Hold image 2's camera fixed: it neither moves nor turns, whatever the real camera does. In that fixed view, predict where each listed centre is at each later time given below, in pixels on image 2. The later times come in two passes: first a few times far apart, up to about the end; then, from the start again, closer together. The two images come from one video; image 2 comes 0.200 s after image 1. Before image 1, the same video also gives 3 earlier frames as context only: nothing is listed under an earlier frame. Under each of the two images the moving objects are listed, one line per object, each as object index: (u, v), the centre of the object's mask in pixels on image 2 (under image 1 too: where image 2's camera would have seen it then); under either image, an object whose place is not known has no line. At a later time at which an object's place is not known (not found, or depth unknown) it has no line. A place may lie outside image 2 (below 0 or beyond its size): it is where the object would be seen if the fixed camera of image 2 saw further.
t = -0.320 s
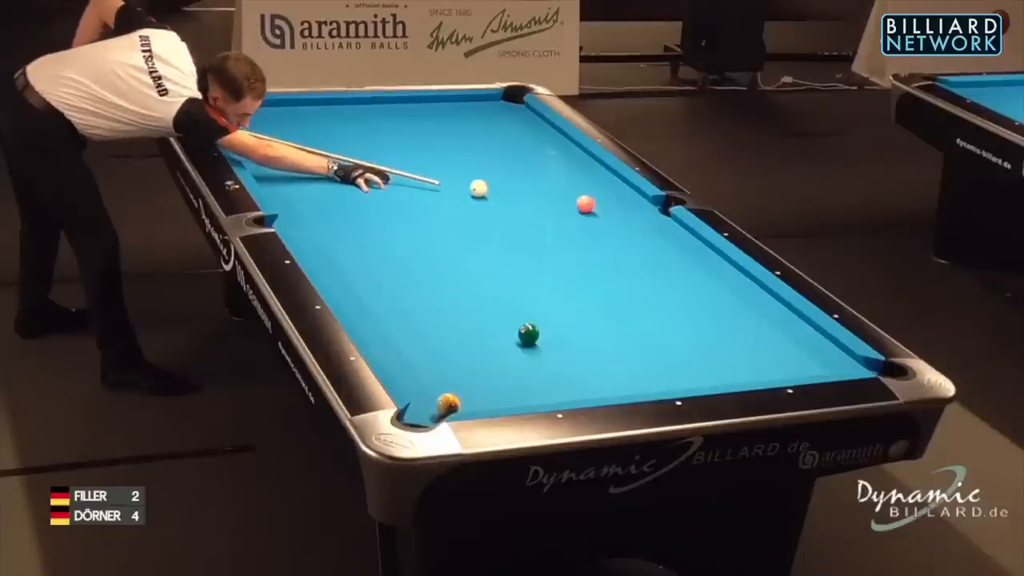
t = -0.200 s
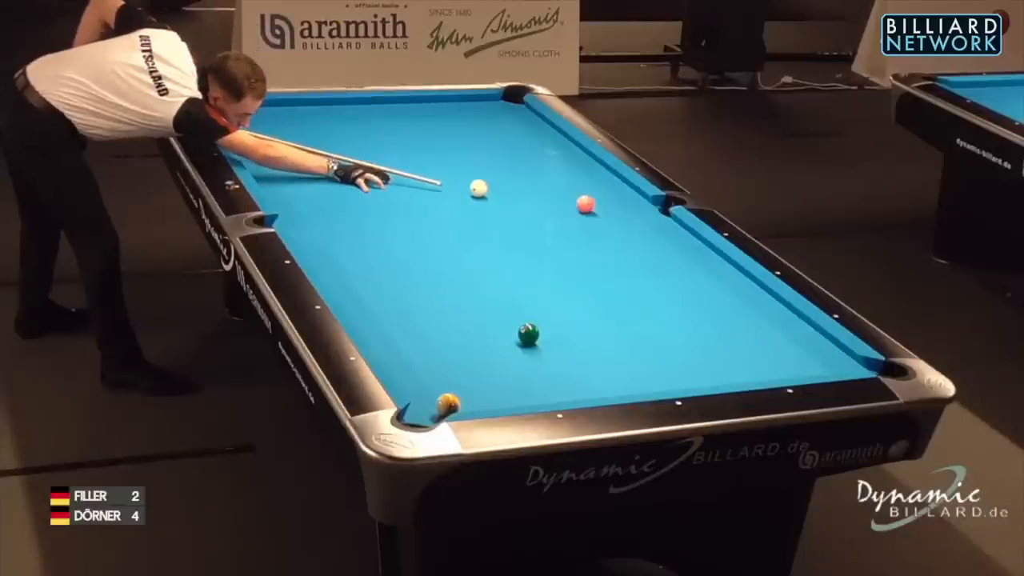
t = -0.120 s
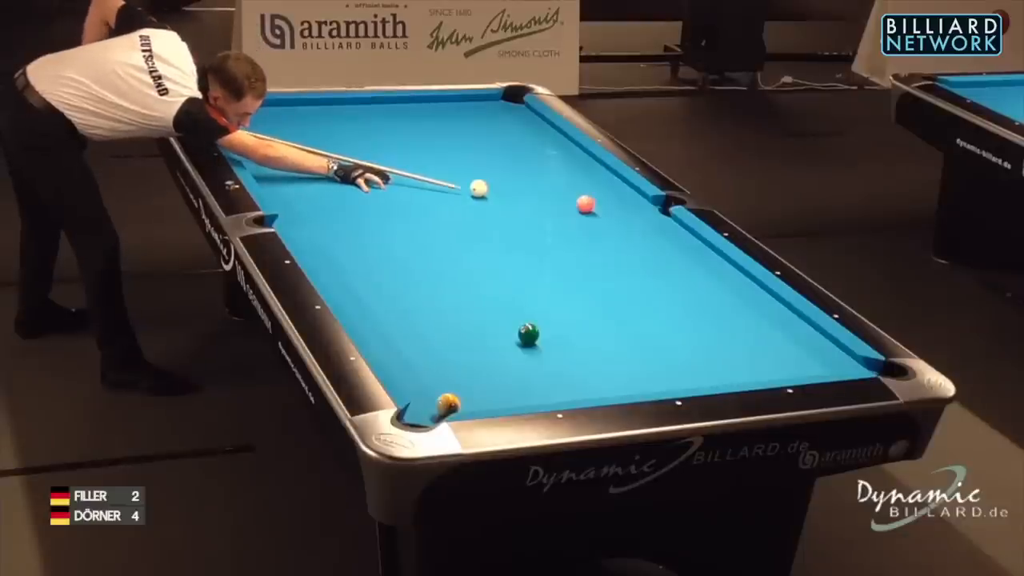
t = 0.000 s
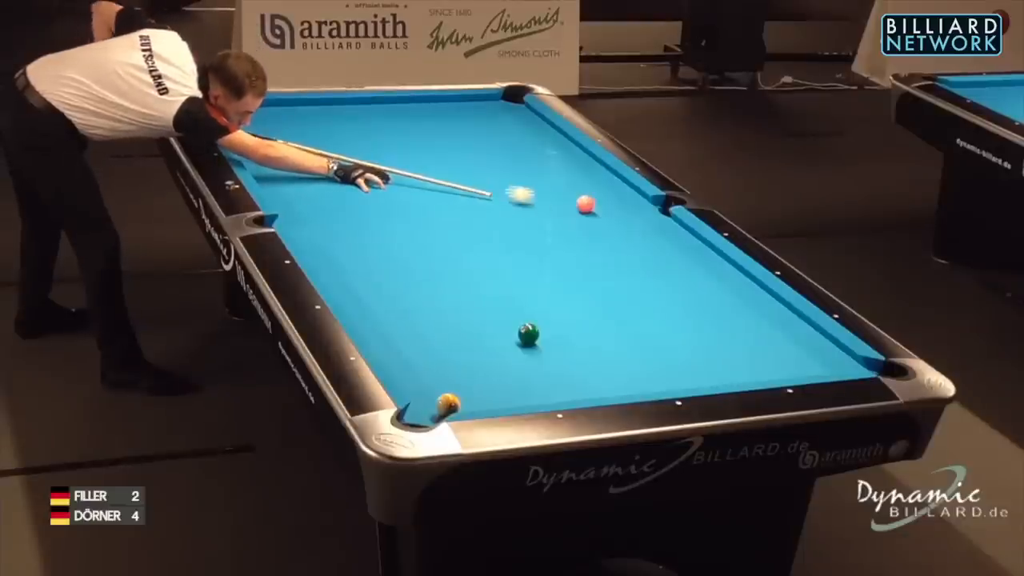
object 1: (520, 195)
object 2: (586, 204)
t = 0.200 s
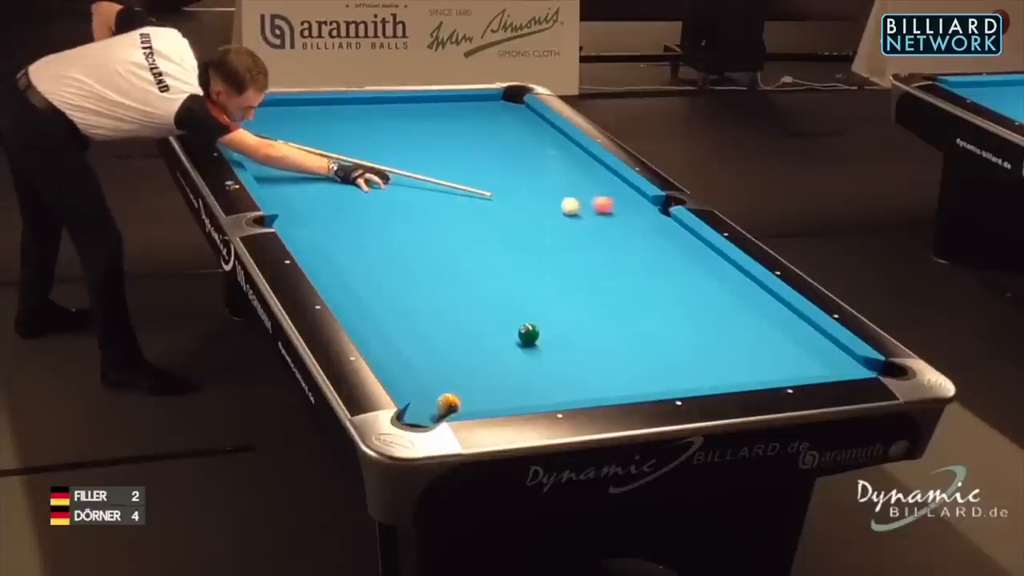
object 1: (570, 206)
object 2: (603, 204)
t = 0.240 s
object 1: (572, 207)
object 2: (611, 205)
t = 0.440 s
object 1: (577, 213)
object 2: (649, 206)
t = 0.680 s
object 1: (583, 221)
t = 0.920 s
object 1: (588, 227)
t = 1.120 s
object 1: (592, 233)
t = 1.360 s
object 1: (597, 239)
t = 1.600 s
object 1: (601, 243)
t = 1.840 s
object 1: (605, 249)
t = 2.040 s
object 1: (608, 252)
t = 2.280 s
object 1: (611, 255)
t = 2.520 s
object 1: (613, 258)
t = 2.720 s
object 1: (616, 259)
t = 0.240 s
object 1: (572, 207)
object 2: (611, 205)
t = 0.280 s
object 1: (573, 208)
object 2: (619, 204)
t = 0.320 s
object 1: (574, 210)
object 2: (626, 205)
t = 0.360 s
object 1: (575, 211)
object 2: (634, 205)
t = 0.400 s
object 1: (575, 212)
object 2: (641, 205)
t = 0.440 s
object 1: (577, 213)
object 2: (649, 206)
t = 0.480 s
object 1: (578, 215)
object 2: (656, 206)
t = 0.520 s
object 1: (579, 216)
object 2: (663, 206)
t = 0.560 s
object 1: (580, 217)
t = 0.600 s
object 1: (580, 218)
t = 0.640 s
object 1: (582, 220)
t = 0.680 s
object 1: (583, 221)
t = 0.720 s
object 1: (584, 222)
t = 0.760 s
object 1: (585, 223)
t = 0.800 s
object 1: (586, 224)
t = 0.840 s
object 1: (587, 225)
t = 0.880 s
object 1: (587, 226)
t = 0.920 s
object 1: (588, 227)
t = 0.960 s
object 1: (589, 229)
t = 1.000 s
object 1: (590, 229)
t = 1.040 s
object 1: (591, 231)
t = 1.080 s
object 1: (592, 231)
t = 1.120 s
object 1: (592, 233)
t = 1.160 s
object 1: (593, 234)
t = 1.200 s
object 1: (594, 235)
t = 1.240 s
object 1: (595, 236)
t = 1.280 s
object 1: (595, 237)
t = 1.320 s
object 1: (596, 238)
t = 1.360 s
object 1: (597, 239)
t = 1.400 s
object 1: (598, 240)
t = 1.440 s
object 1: (598, 240)
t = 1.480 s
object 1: (599, 241)
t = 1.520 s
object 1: (600, 242)
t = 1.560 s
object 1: (600, 243)
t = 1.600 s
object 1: (601, 243)
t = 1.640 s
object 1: (602, 245)
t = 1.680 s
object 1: (602, 245)
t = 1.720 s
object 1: (603, 246)
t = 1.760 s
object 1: (604, 247)
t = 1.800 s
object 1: (604, 247)
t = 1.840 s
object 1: (605, 249)
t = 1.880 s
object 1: (605, 249)
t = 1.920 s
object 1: (606, 250)
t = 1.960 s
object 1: (606, 250)
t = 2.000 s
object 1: (607, 251)
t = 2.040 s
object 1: (608, 252)
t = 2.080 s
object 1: (608, 252)
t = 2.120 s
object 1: (609, 253)
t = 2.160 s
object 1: (610, 253)
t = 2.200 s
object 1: (610, 254)
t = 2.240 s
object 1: (611, 254)
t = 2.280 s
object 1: (611, 255)
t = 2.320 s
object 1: (611, 256)
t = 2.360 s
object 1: (612, 256)
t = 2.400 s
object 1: (612, 256)
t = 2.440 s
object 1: (613, 257)
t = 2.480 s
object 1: (613, 257)
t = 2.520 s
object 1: (613, 258)
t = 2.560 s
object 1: (614, 258)
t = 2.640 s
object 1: (615, 259)
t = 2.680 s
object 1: (615, 259)
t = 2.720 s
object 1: (616, 259)
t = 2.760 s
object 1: (616, 259)
